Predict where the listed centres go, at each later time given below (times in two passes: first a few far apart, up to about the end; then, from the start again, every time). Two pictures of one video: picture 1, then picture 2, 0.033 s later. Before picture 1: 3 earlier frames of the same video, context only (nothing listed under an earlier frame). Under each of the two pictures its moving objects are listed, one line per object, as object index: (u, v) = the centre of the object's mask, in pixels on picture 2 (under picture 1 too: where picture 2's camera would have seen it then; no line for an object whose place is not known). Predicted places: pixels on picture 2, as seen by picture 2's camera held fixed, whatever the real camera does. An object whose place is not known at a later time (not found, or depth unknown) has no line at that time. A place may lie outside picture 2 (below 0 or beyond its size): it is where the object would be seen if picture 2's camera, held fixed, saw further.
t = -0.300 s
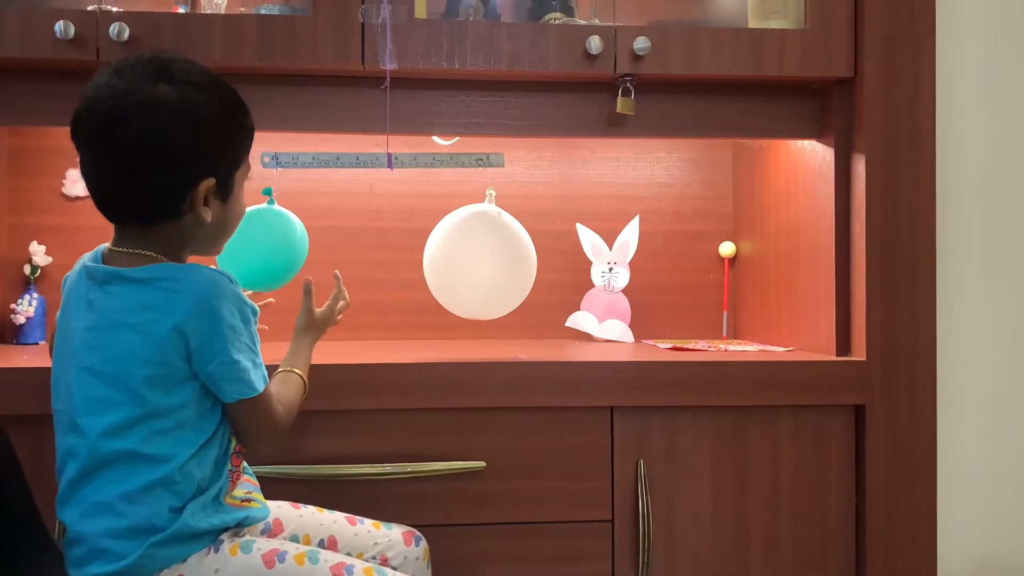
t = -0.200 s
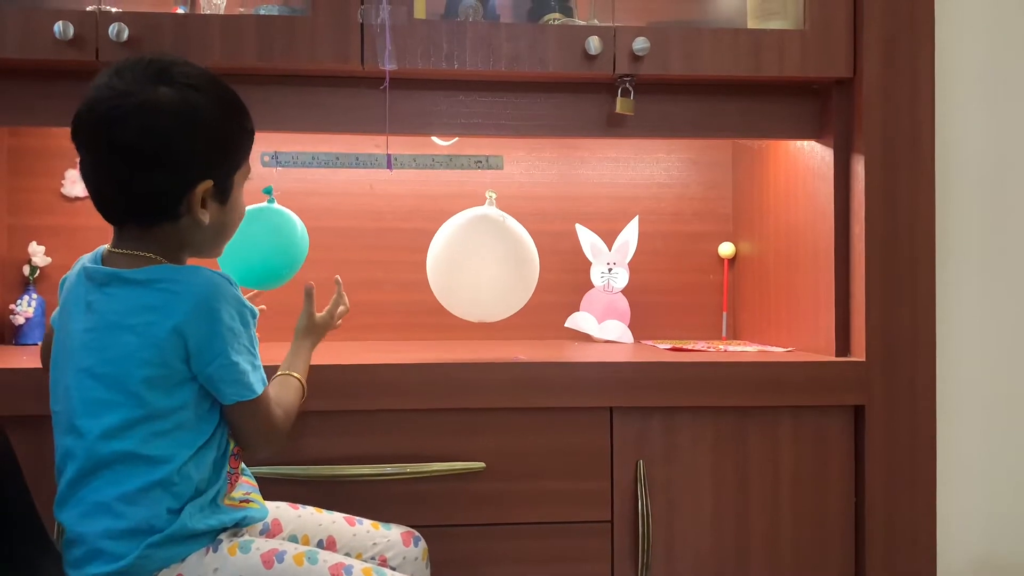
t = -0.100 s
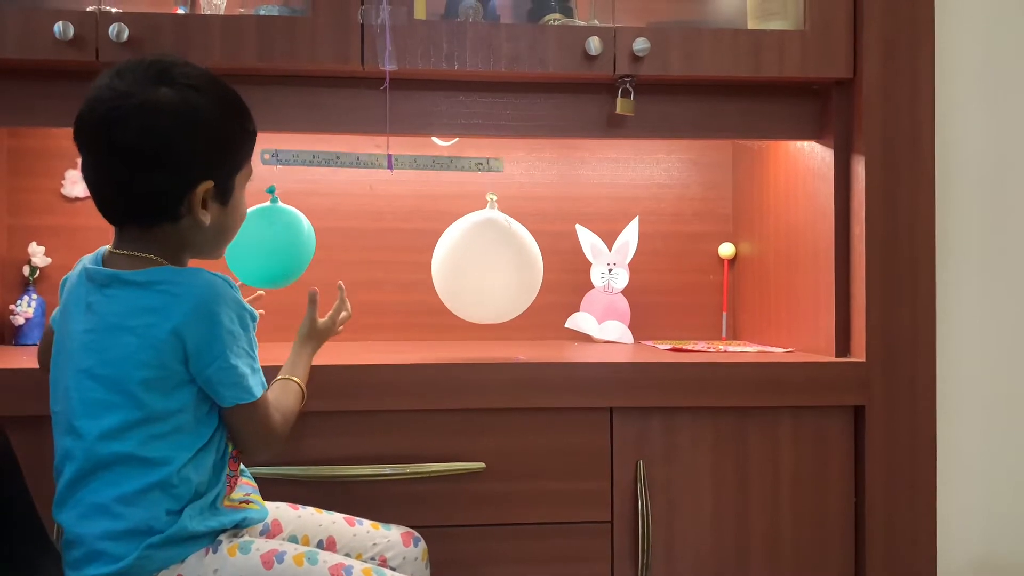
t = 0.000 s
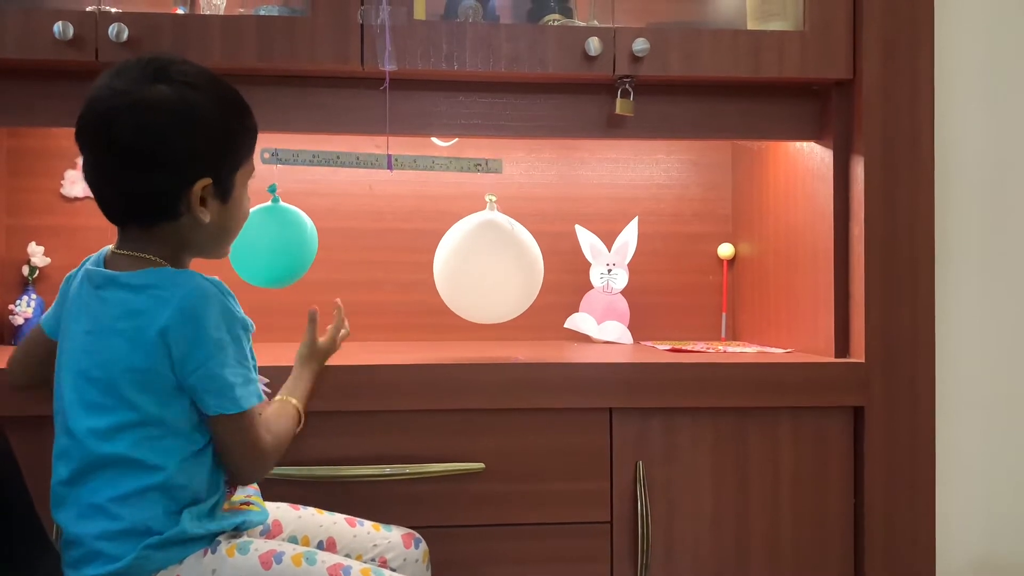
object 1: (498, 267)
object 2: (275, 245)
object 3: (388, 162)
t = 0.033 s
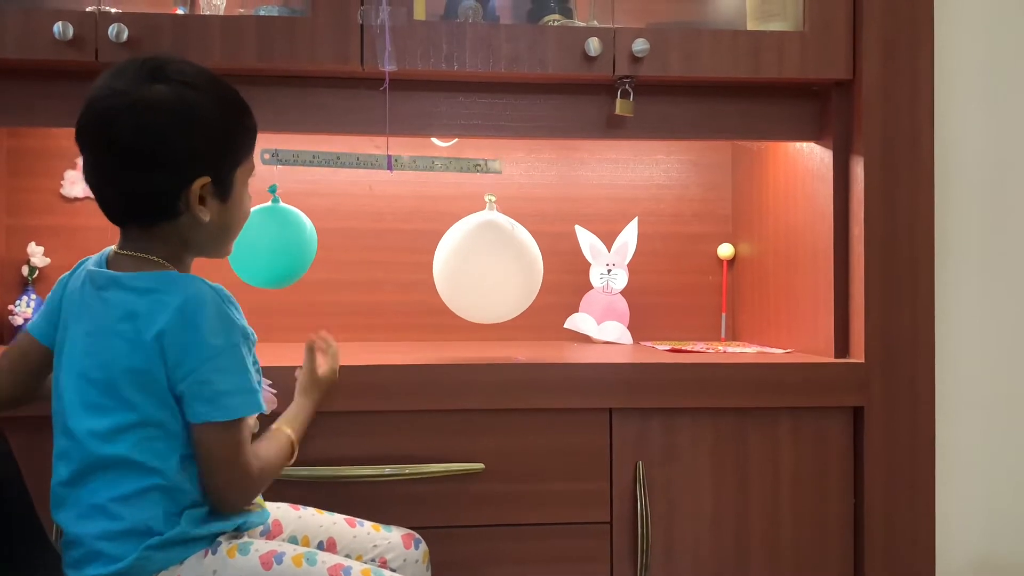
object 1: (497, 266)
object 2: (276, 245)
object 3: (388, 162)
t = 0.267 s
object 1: (493, 260)
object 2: (272, 247)
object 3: (383, 161)
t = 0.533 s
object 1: (459, 265)
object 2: (312, 241)
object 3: (383, 161)
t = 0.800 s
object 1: (415, 280)
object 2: (374, 236)
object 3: (384, 158)
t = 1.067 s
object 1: (339, 265)
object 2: (448, 242)
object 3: (399, 161)
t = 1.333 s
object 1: (279, 263)
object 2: (500, 242)
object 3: (393, 162)
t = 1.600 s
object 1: (268, 263)
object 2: (495, 245)
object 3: (380, 161)
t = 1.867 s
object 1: (296, 257)
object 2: (454, 250)
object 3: (376, 159)
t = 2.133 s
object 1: (364, 256)
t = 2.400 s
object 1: (487, 256)
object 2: (300, 245)
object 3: (401, 159)
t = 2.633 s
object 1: (514, 254)
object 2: (294, 244)
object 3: (389, 162)
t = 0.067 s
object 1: (497, 266)
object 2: (274, 245)
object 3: (388, 162)
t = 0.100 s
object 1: (499, 265)
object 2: (273, 246)
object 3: (387, 162)
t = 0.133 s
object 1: (495, 264)
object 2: (272, 246)
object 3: (387, 162)
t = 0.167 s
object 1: (494, 263)
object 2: (271, 247)
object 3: (386, 162)
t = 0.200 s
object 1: (492, 262)
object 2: (270, 247)
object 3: (386, 162)
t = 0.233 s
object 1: (491, 262)
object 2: (270, 247)
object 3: (385, 162)
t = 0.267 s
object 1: (493, 260)
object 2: (272, 247)
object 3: (383, 161)
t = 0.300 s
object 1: (491, 260)
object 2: (276, 247)
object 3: (383, 161)
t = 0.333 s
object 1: (489, 260)
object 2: (281, 246)
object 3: (383, 161)
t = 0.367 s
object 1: (481, 261)
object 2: (287, 246)
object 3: (382, 161)
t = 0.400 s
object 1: (477, 261)
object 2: (293, 245)
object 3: (383, 162)
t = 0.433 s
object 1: (473, 262)
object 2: (299, 244)
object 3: (376, 161)
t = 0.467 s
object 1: (475, 261)
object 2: (303, 243)
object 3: (383, 161)
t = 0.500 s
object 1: (464, 264)
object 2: (308, 243)
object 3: (383, 161)
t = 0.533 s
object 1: (459, 265)
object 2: (312, 241)
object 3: (383, 161)
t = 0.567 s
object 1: (461, 263)
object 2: (315, 241)
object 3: (381, 160)
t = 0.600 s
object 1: (456, 264)
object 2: (319, 240)
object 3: (381, 160)
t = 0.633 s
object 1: (451, 264)
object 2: (325, 238)
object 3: (377, 159)
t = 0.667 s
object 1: (446, 265)
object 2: (331, 237)
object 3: (379, 159)
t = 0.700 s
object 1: (440, 265)
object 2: (340, 236)
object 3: (381, 159)
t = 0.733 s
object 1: (423, 270)
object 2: (350, 235)
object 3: (381, 159)
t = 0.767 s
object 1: (420, 272)
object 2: (362, 236)
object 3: (382, 159)
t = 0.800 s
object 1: (415, 280)
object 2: (374, 236)
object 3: (384, 158)
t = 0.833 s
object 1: (402, 287)
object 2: (385, 236)
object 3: (385, 155)
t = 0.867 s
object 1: (382, 287)
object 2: (396, 237)
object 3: (390, 157)
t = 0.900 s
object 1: (368, 281)
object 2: (406, 238)
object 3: (395, 154)
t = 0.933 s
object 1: (362, 272)
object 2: (416, 239)
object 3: (394, 159)
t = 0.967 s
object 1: (358, 268)
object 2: (424, 240)
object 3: (395, 160)
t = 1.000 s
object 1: (354, 267)
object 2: (432, 240)
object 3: (396, 160)
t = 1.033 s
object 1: (348, 265)
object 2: (440, 241)
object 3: (396, 161)
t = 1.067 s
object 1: (339, 265)
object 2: (448, 242)
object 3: (399, 161)
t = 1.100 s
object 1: (331, 264)
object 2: (457, 242)
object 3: (396, 161)
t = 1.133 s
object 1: (322, 264)
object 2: (465, 243)
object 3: (401, 161)
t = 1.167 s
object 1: (314, 263)
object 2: (473, 243)
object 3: (398, 161)
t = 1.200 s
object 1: (306, 263)
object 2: (480, 243)
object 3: (397, 161)
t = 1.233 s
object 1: (298, 263)
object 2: (487, 243)
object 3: (398, 162)
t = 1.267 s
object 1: (291, 263)
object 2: (493, 243)
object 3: (396, 162)
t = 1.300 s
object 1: (285, 263)
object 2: (497, 243)
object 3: (395, 162)
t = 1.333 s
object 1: (279, 263)
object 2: (500, 242)
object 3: (393, 162)
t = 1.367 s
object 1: (275, 264)
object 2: (502, 242)
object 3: (392, 162)
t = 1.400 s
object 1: (271, 264)
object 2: (503, 242)
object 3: (391, 162)
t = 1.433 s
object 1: (268, 264)
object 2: (503, 242)
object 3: (389, 162)
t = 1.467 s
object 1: (267, 264)
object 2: (502, 242)
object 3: (387, 162)
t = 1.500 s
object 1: (266, 264)
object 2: (500, 243)
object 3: (385, 162)
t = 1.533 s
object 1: (266, 264)
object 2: (499, 243)
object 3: (384, 162)
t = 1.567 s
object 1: (267, 264)
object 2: (497, 244)
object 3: (383, 161)
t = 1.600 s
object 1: (268, 263)
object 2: (495, 245)
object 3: (380, 161)
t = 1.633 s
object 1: (270, 263)
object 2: (493, 246)
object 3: (379, 161)
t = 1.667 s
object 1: (273, 262)
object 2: (490, 246)
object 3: (378, 161)
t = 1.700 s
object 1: (276, 261)
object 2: (486, 247)
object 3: (377, 160)
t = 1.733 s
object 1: (279, 260)
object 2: (481, 248)
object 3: (376, 160)
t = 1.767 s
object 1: (283, 259)
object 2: (475, 249)
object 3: (375, 159)
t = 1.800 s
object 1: (287, 258)
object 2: (469, 249)
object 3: (372, 158)
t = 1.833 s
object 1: (291, 258)
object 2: (462, 250)
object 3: (376, 159)
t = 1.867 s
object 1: (296, 257)
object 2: (454, 250)
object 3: (376, 159)
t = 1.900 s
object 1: (301, 257)
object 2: (447, 250)
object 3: (376, 158)
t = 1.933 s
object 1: (307, 256)
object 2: (438, 250)
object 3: (375, 157)
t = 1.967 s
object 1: (314, 256)
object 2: (429, 250)
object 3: (376, 158)
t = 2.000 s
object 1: (321, 256)
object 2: (419, 249)
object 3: (377, 156)
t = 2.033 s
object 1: (330, 256)
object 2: (414, 248)
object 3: (378, 156)
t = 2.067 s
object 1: (340, 256)
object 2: (411, 241)
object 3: (380, 155)
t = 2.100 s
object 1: (351, 256)
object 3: (382, 151)
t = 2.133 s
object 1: (364, 256)
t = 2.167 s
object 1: (378, 256)
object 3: (393, 153)
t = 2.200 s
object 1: (393, 256)
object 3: (390, 159)
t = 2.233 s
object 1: (409, 256)
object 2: (333, 242)
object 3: (391, 159)
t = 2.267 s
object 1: (425, 256)
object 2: (333, 246)
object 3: (394, 159)
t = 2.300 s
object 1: (442, 257)
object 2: (324, 246)
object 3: (396, 159)
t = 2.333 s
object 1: (458, 257)
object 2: (315, 246)
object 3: (394, 160)
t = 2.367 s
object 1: (473, 257)
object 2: (307, 245)
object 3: (397, 159)
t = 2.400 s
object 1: (487, 256)
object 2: (300, 245)
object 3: (401, 159)
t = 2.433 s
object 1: (499, 256)
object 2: (294, 245)
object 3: (397, 160)
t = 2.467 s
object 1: (508, 255)
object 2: (290, 245)
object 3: (394, 161)
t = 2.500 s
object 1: (515, 254)
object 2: (287, 245)
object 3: (397, 161)
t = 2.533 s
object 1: (519, 254)
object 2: (286, 244)
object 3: (395, 161)
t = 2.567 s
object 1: (520, 253)
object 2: (287, 244)
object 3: (393, 162)
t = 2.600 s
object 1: (518, 253)
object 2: (290, 244)
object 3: (390, 162)
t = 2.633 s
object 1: (514, 254)
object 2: (294, 244)
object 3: (389, 162)
